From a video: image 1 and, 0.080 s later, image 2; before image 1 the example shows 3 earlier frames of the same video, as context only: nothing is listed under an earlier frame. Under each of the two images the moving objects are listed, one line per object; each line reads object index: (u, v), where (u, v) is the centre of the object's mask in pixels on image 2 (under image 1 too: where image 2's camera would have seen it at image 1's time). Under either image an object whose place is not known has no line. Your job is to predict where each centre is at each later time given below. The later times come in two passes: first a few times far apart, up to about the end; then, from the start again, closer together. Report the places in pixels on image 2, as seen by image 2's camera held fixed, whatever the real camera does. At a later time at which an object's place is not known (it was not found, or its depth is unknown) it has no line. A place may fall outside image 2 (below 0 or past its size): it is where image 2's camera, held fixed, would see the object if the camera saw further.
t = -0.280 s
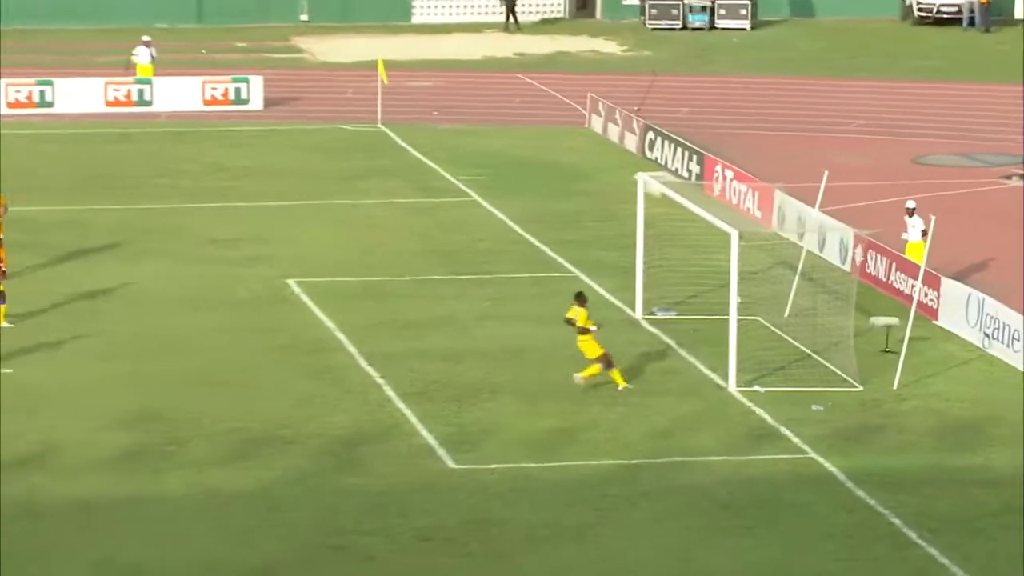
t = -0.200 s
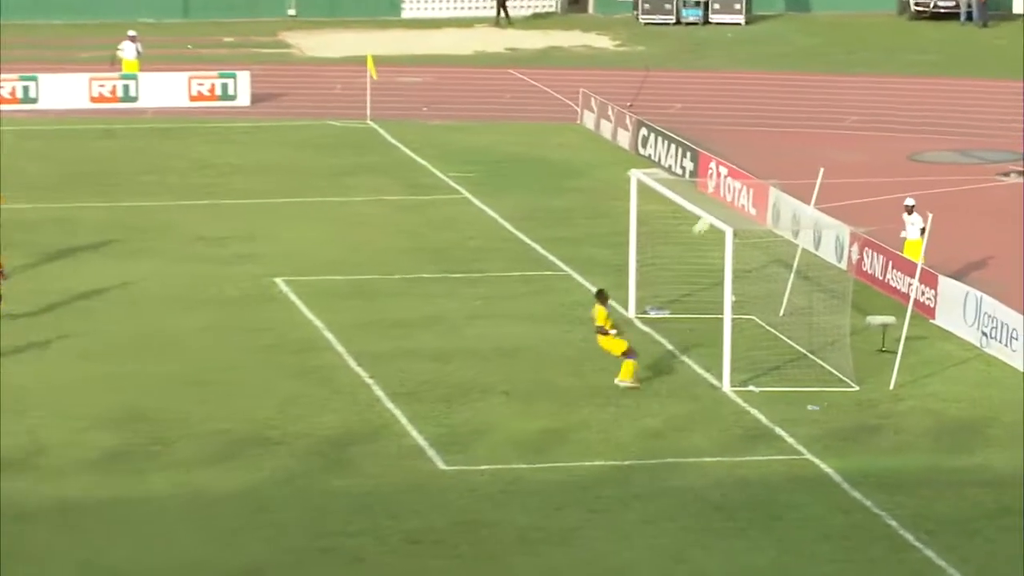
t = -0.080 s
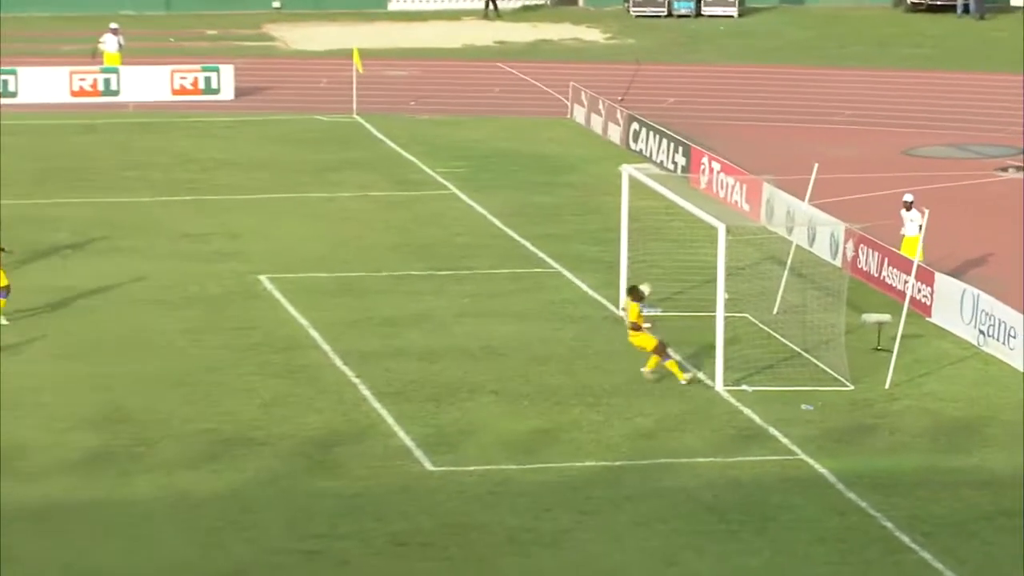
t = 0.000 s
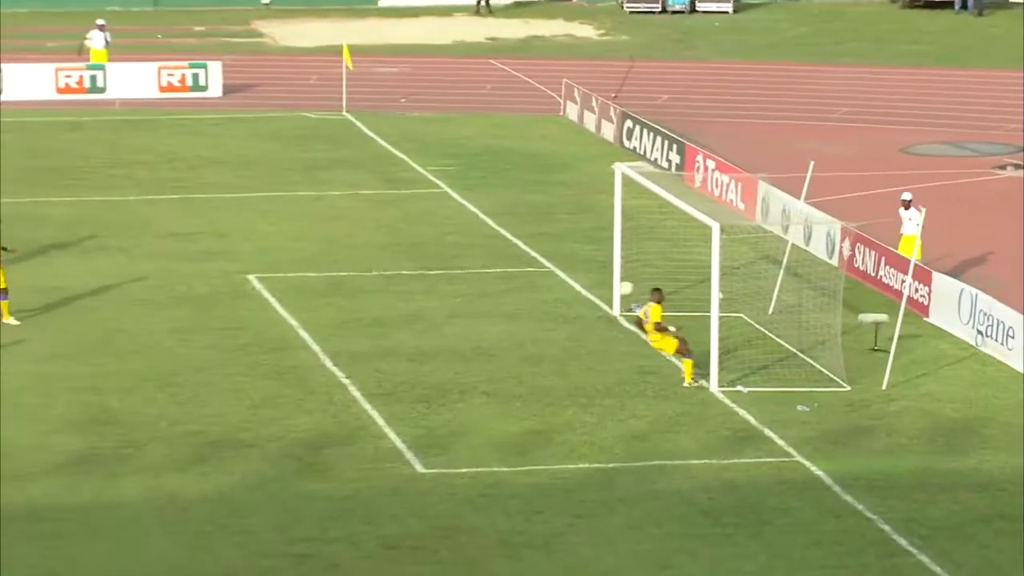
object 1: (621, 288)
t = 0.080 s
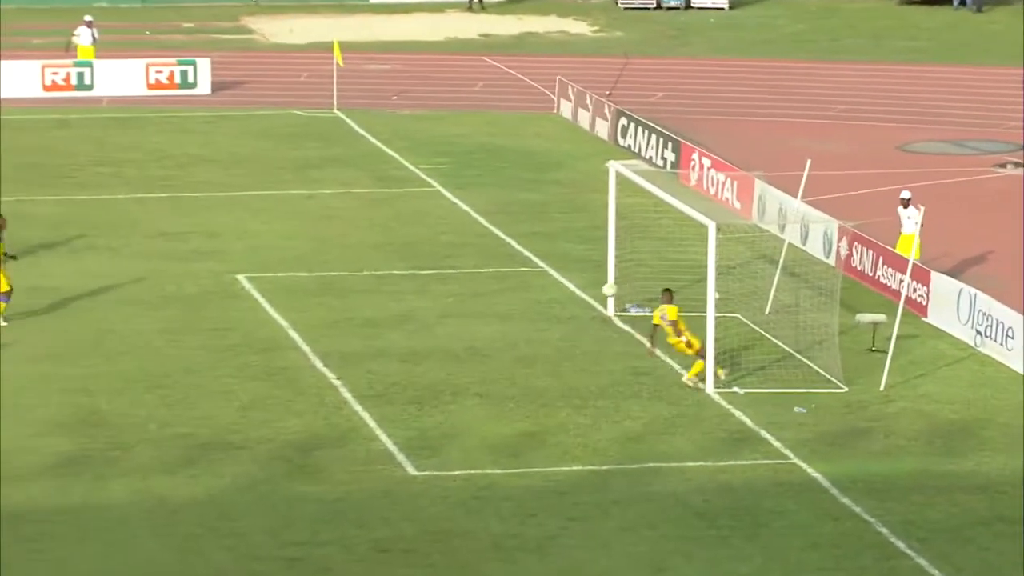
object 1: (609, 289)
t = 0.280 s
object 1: (583, 311)
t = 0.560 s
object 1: (551, 382)
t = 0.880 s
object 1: (467, 359)
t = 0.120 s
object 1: (603, 292)
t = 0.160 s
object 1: (599, 295)
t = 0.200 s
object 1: (594, 299)
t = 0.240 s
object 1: (588, 305)
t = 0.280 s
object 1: (583, 311)
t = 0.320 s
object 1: (578, 318)
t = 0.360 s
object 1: (573, 326)
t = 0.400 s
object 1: (568, 336)
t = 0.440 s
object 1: (564, 346)
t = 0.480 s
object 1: (559, 357)
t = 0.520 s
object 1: (555, 369)
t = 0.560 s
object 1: (551, 382)
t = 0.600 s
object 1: (541, 381)
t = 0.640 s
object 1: (530, 374)
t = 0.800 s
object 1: (487, 360)
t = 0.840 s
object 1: (477, 359)
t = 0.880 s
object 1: (467, 359)
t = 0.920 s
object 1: (457, 360)
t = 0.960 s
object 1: (447, 362)
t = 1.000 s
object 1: (437, 366)
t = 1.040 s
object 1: (427, 370)
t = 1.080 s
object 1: (416, 375)
